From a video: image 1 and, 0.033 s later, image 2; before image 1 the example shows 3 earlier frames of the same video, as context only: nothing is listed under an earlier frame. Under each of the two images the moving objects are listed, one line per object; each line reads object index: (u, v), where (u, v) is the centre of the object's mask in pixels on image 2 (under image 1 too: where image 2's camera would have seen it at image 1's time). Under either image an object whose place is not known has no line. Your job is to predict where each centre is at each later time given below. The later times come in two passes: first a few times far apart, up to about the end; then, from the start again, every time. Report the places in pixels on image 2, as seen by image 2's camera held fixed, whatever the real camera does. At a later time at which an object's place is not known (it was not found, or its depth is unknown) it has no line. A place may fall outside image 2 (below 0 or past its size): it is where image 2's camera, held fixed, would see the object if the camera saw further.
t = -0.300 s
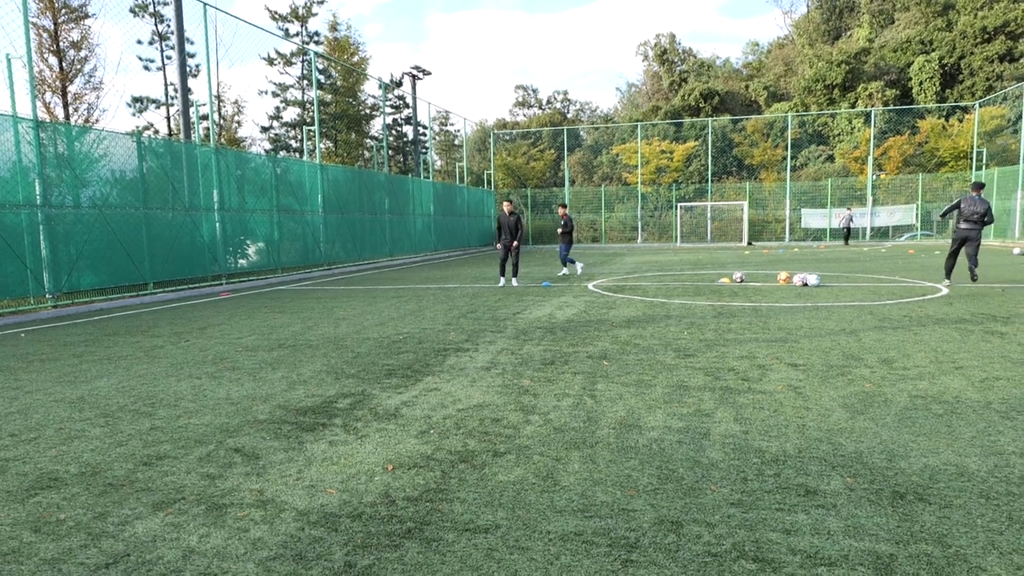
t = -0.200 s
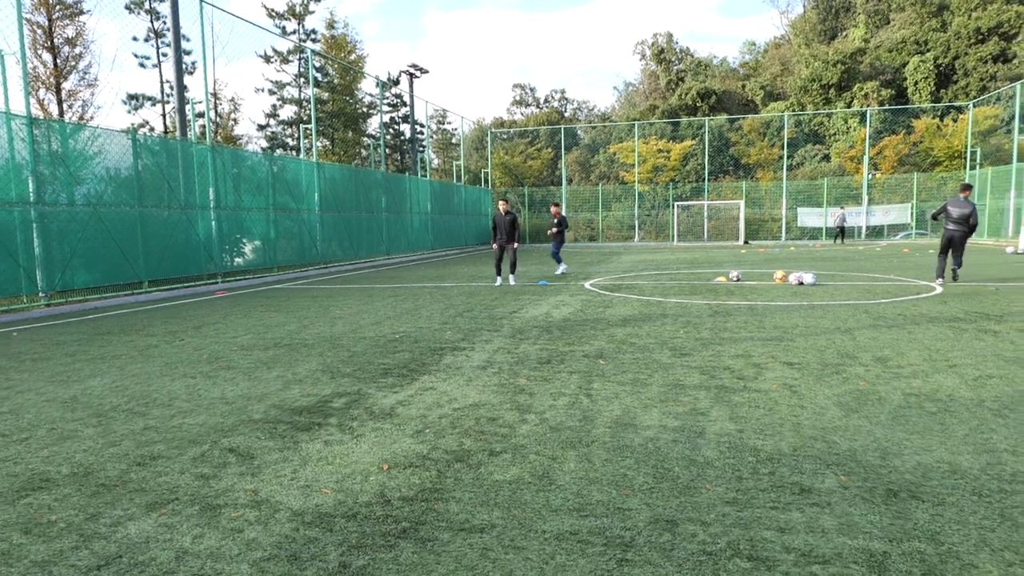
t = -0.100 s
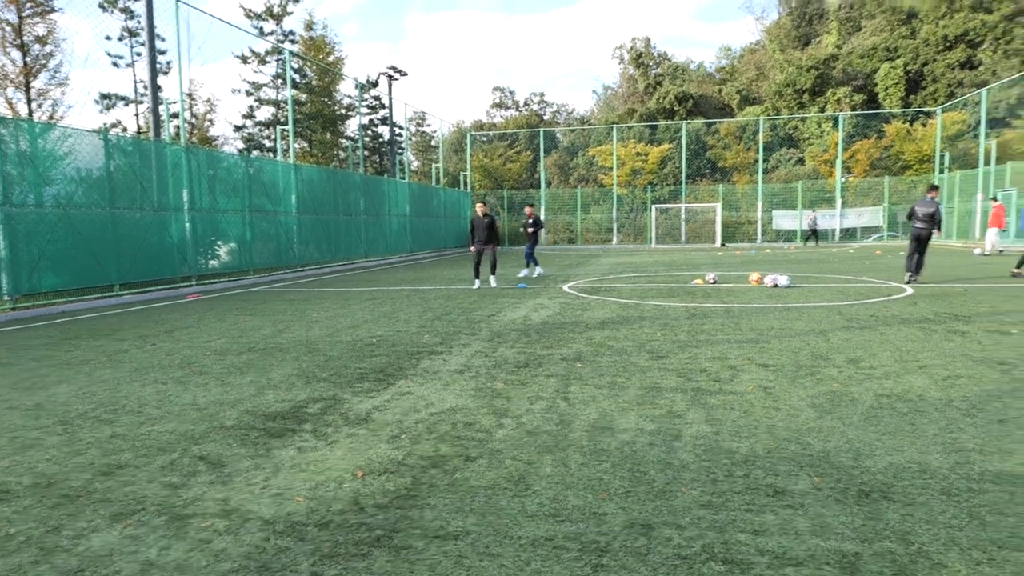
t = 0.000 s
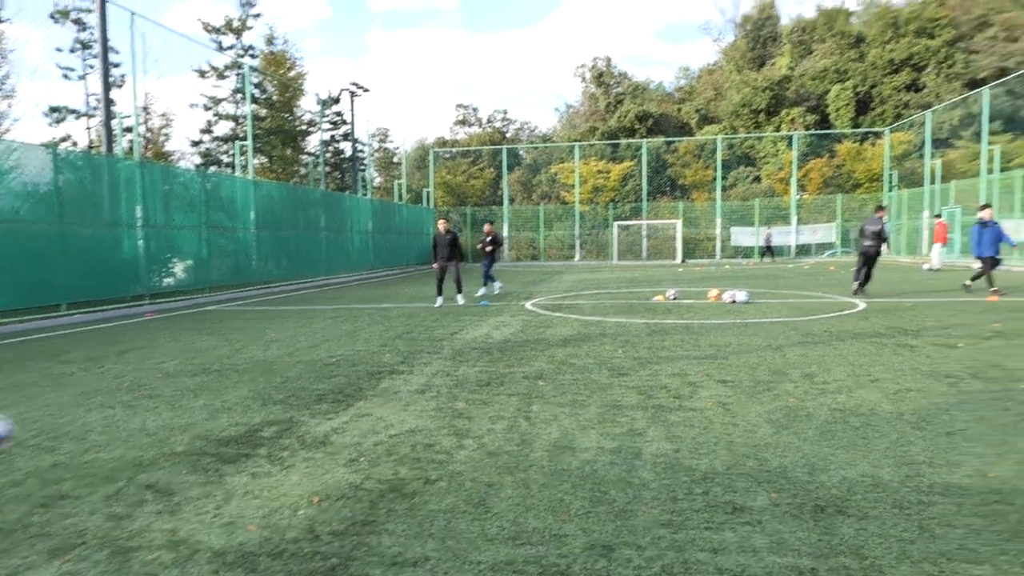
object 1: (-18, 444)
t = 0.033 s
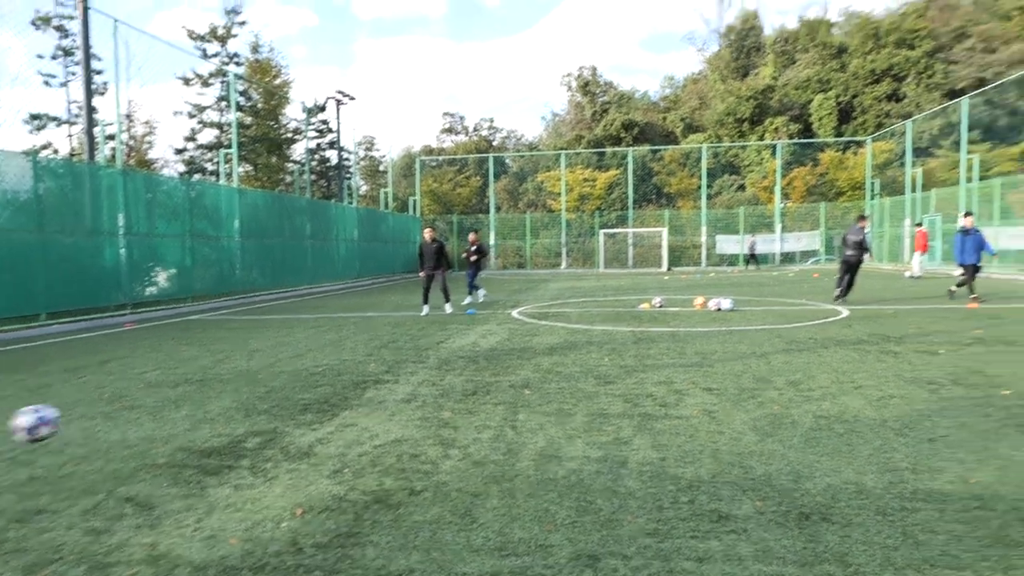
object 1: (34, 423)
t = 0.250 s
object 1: (271, 359)
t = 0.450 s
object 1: (350, 327)
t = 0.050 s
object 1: (66, 413)
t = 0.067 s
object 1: (93, 404)
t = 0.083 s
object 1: (119, 397)
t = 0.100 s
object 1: (140, 392)
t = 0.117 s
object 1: (161, 386)
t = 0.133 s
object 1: (180, 383)
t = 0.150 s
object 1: (197, 379)
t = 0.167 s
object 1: (212, 377)
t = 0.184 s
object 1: (227, 376)
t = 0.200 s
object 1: (240, 374)
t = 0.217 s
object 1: (252, 371)
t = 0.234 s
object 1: (262, 364)
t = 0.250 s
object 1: (271, 359)
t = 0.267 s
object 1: (280, 353)
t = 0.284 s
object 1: (288, 349)
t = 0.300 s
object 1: (296, 344)
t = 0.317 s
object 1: (303, 342)
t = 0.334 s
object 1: (310, 339)
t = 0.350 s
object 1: (316, 336)
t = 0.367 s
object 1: (322, 334)
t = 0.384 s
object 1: (328, 332)
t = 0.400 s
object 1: (334, 330)
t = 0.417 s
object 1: (340, 329)
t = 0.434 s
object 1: (345, 328)
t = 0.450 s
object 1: (350, 327)
